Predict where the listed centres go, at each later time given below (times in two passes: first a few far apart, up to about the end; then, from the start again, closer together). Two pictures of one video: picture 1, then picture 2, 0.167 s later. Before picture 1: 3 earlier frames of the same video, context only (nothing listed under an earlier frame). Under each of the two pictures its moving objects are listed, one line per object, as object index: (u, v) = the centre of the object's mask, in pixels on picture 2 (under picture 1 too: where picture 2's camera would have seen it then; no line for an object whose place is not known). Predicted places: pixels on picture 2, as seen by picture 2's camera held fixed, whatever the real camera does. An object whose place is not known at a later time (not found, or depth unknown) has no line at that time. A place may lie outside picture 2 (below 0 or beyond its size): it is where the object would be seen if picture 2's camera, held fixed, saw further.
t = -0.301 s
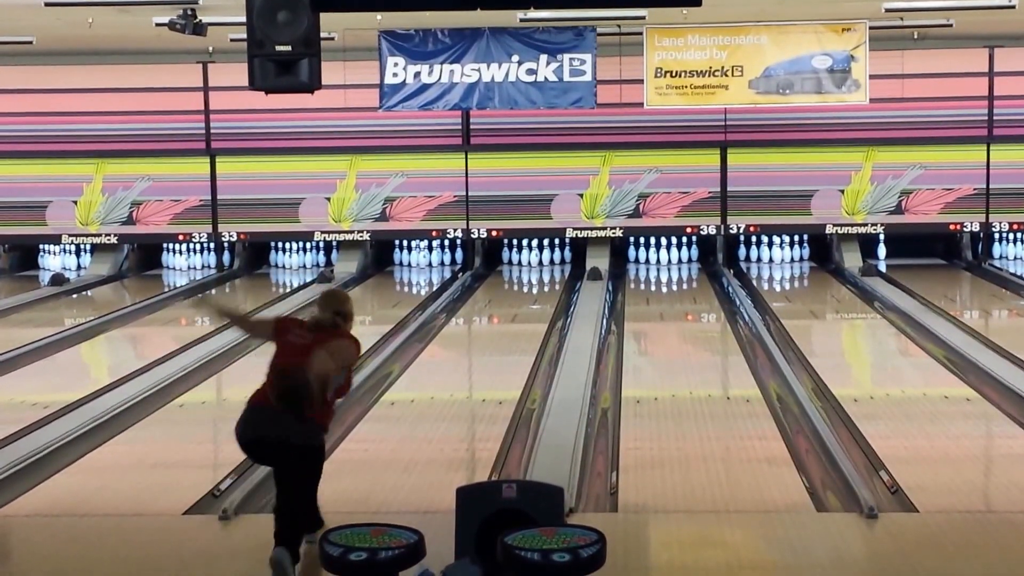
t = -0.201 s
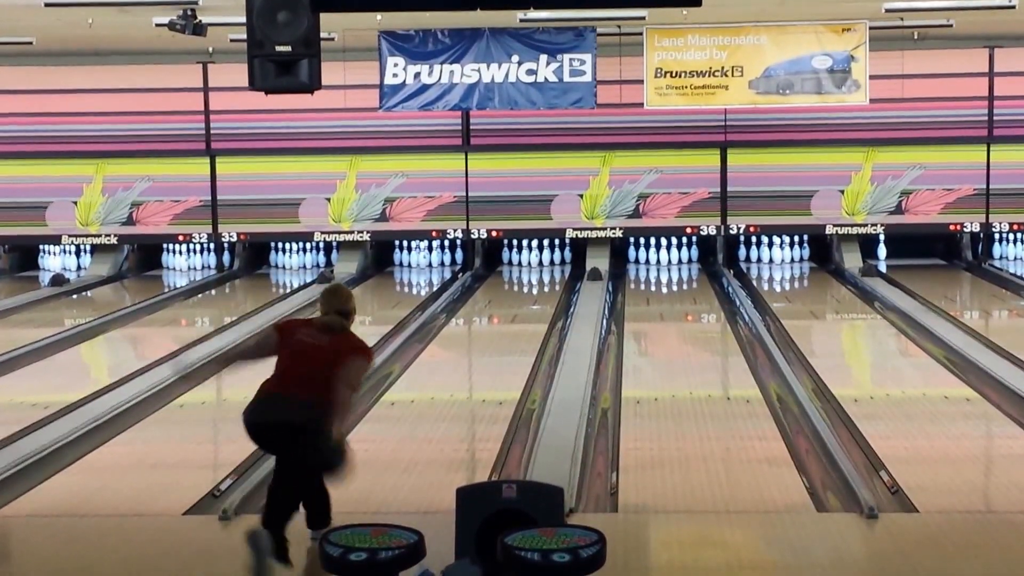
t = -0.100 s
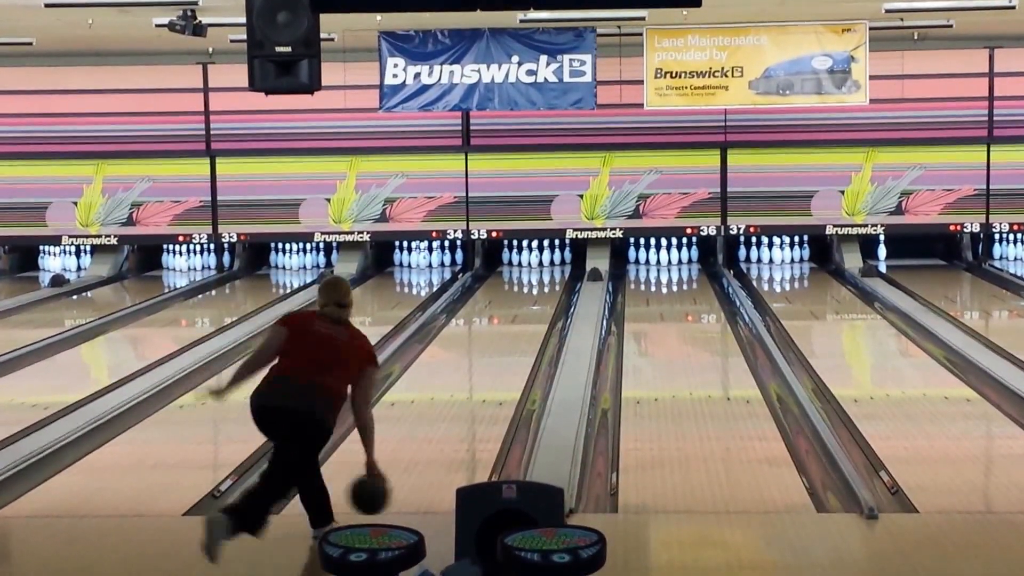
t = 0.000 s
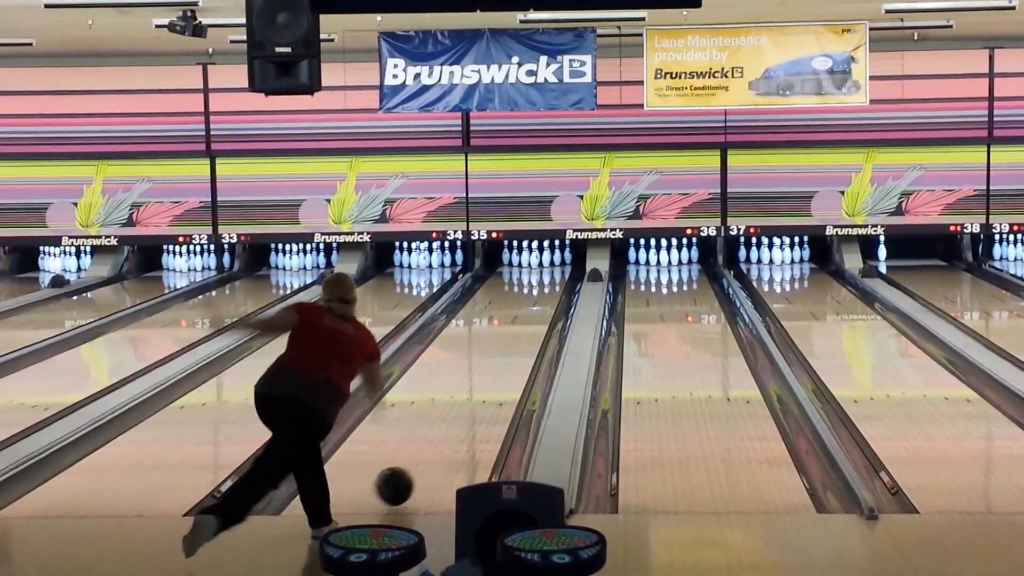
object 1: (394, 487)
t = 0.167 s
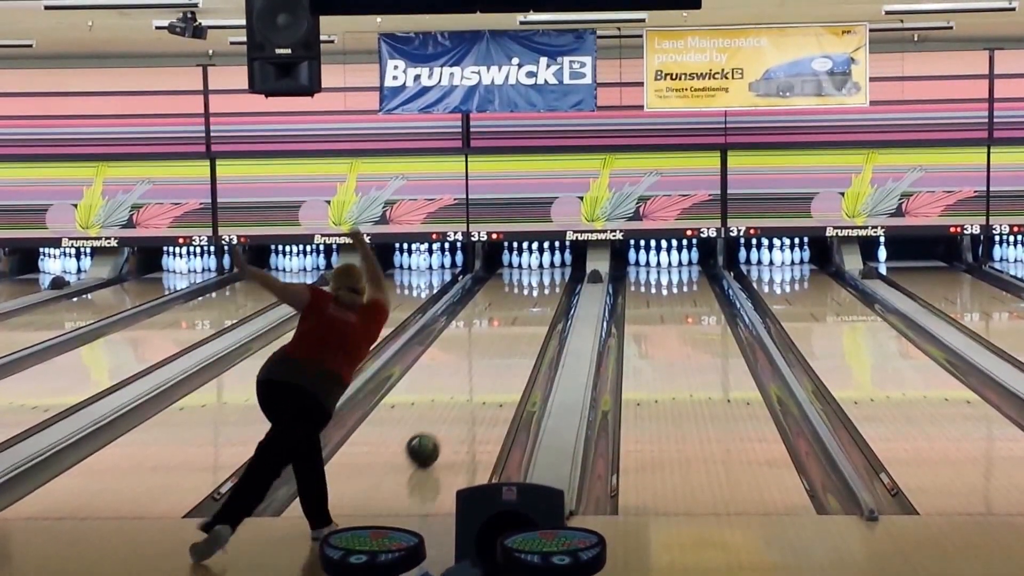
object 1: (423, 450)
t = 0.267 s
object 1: (437, 429)
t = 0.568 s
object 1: (469, 381)
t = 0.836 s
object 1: (490, 349)
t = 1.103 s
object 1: (506, 324)
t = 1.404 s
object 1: (518, 302)
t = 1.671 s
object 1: (526, 287)
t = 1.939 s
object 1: (532, 275)
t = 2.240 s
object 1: (533, 265)
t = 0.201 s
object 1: (428, 442)
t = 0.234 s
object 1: (432, 435)
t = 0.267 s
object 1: (437, 429)
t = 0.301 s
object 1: (453, 405)
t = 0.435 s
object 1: (456, 400)
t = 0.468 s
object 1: (460, 394)
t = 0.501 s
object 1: (463, 390)
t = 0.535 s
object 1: (466, 385)
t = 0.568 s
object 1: (469, 381)
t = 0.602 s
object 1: (472, 376)
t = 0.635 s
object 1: (475, 372)
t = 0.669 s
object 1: (477, 368)
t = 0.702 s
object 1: (481, 364)
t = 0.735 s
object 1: (483, 360)
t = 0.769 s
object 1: (485, 356)
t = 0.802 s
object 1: (488, 352)
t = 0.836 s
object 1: (490, 349)
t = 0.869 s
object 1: (492, 346)
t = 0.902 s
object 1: (494, 342)
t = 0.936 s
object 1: (496, 339)
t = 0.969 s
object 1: (498, 336)
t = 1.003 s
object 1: (500, 333)
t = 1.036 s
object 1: (502, 330)
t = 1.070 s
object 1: (504, 327)
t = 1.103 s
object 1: (506, 324)
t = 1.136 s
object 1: (507, 321)
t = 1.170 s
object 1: (508, 319)
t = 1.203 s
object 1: (510, 316)
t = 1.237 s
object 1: (511, 314)
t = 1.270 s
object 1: (513, 311)
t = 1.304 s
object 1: (514, 309)
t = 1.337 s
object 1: (516, 307)
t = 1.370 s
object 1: (517, 304)
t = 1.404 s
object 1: (518, 302)
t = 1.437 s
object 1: (519, 300)
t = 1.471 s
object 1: (520, 298)
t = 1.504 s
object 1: (521, 296)
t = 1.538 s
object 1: (522, 294)
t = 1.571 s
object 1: (523, 293)
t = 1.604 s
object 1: (525, 290)
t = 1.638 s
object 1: (525, 288)
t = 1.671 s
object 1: (526, 287)
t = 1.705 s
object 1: (526, 286)
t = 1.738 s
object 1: (527, 284)
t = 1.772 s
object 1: (528, 282)
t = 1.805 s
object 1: (529, 281)
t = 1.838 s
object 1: (530, 279)
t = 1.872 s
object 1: (531, 278)
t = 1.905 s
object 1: (531, 276)
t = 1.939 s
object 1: (532, 275)
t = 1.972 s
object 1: (532, 274)
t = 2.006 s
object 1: (532, 273)
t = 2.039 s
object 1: (533, 271)
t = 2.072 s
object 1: (533, 270)
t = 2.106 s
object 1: (533, 269)
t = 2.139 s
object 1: (533, 268)
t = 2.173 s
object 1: (533, 267)
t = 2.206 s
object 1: (533, 266)
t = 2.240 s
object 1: (533, 265)
